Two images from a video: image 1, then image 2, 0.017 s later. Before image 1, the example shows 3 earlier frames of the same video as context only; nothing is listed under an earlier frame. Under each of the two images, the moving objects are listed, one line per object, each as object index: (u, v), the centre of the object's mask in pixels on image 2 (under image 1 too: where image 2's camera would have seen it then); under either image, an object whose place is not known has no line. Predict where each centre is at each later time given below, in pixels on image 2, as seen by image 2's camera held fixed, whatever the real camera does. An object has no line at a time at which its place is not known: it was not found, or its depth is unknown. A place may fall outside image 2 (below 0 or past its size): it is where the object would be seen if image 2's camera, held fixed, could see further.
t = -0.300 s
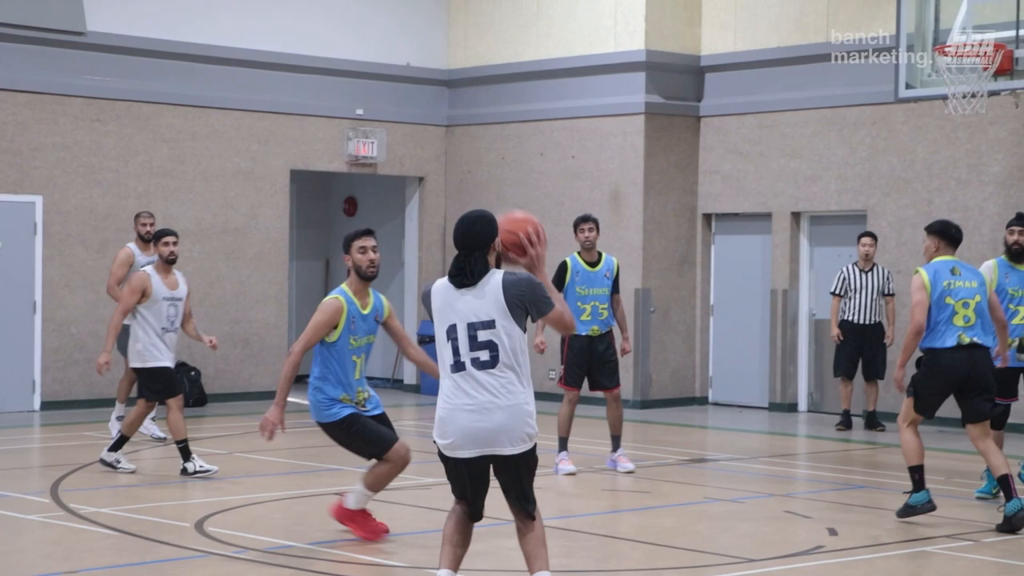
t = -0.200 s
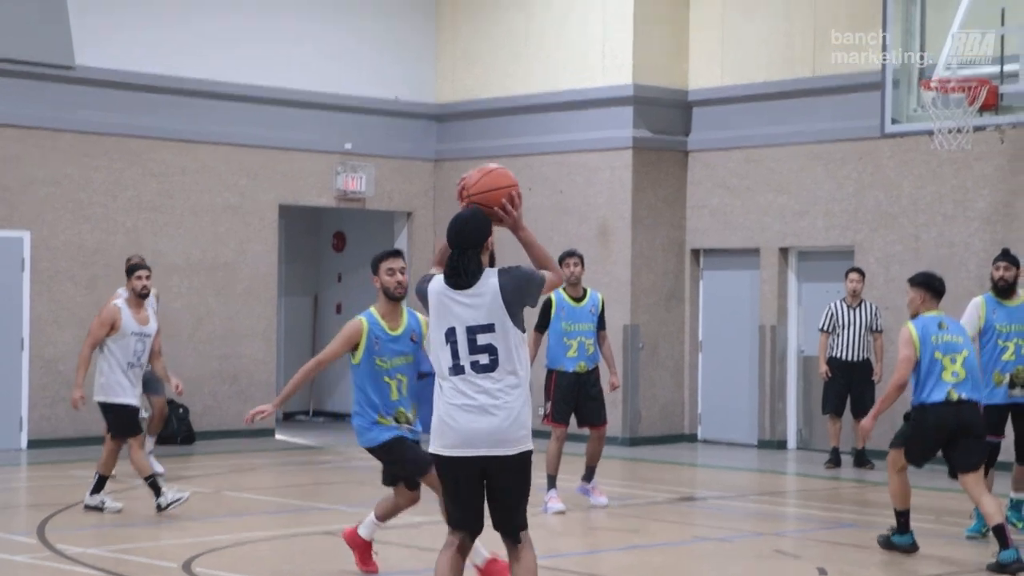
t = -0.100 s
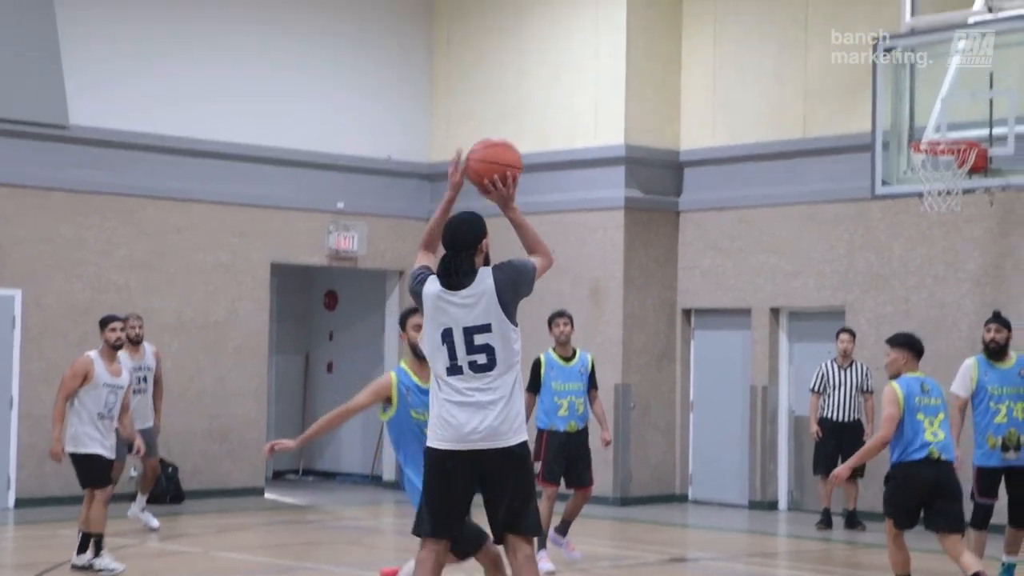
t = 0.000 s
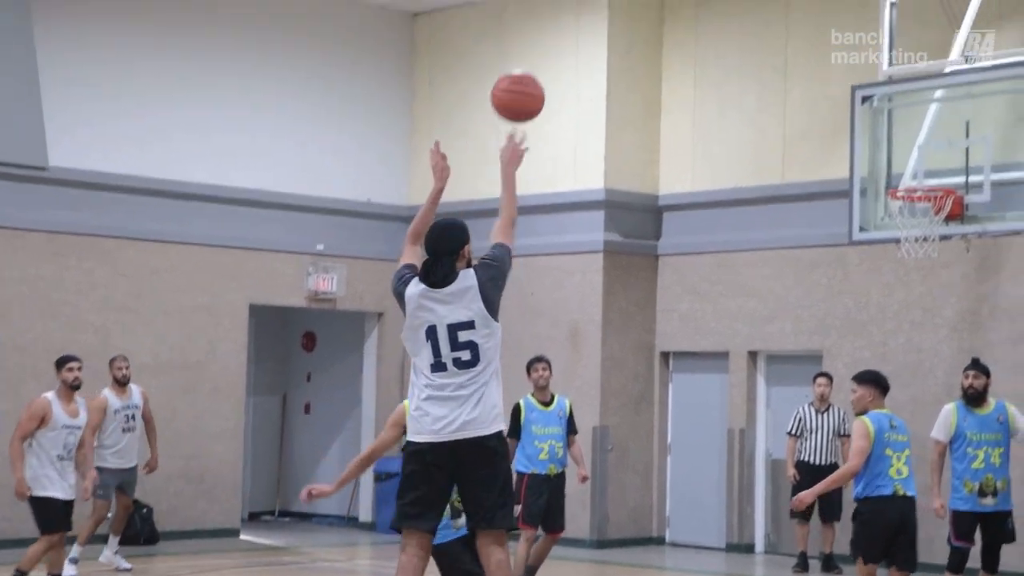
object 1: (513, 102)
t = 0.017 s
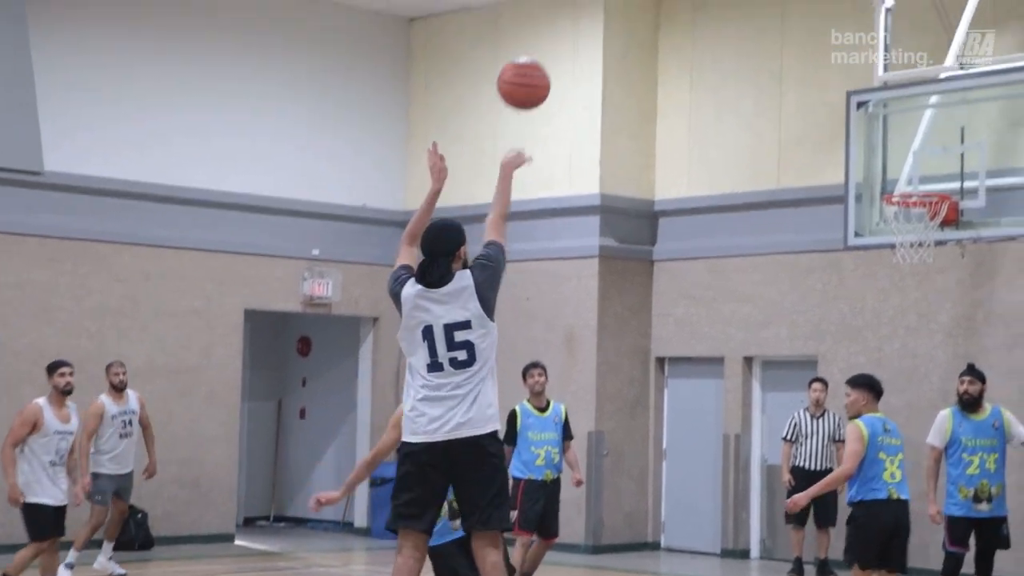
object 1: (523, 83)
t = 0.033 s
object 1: (534, 66)
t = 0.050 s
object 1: (543, 49)
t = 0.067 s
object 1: (553, 33)
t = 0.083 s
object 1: (562, 18)
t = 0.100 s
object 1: (572, 4)
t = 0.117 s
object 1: (581, -9)
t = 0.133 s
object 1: (590, -22)
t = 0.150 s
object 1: (599, -35)
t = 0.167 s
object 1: (608, -47)
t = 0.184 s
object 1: (616, -58)
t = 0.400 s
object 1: (717, -122)
